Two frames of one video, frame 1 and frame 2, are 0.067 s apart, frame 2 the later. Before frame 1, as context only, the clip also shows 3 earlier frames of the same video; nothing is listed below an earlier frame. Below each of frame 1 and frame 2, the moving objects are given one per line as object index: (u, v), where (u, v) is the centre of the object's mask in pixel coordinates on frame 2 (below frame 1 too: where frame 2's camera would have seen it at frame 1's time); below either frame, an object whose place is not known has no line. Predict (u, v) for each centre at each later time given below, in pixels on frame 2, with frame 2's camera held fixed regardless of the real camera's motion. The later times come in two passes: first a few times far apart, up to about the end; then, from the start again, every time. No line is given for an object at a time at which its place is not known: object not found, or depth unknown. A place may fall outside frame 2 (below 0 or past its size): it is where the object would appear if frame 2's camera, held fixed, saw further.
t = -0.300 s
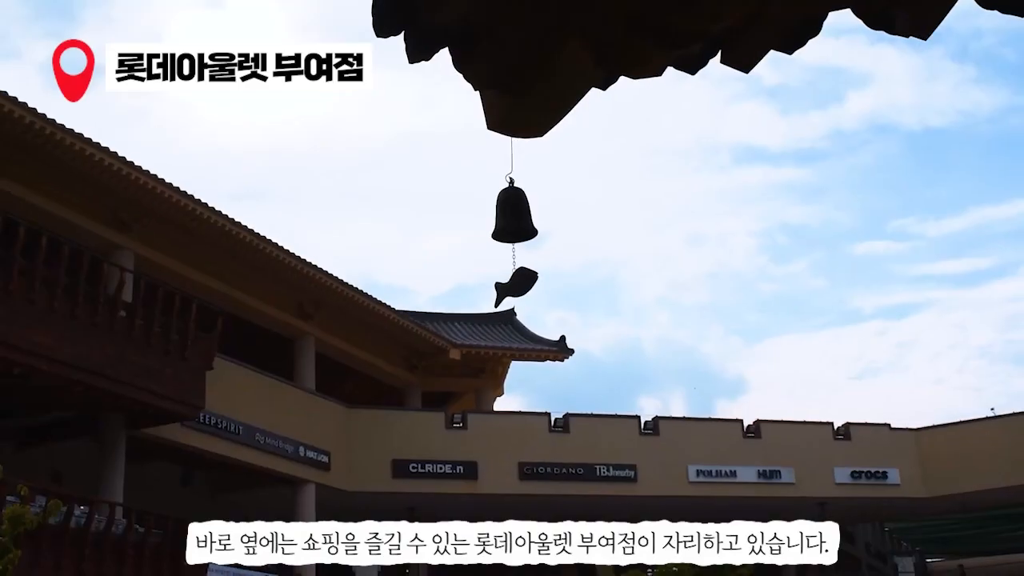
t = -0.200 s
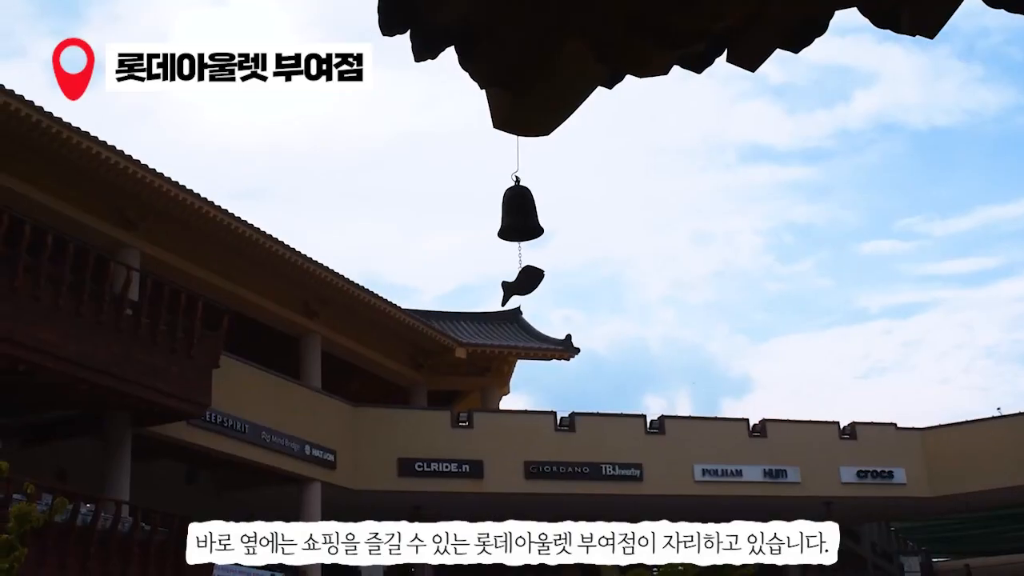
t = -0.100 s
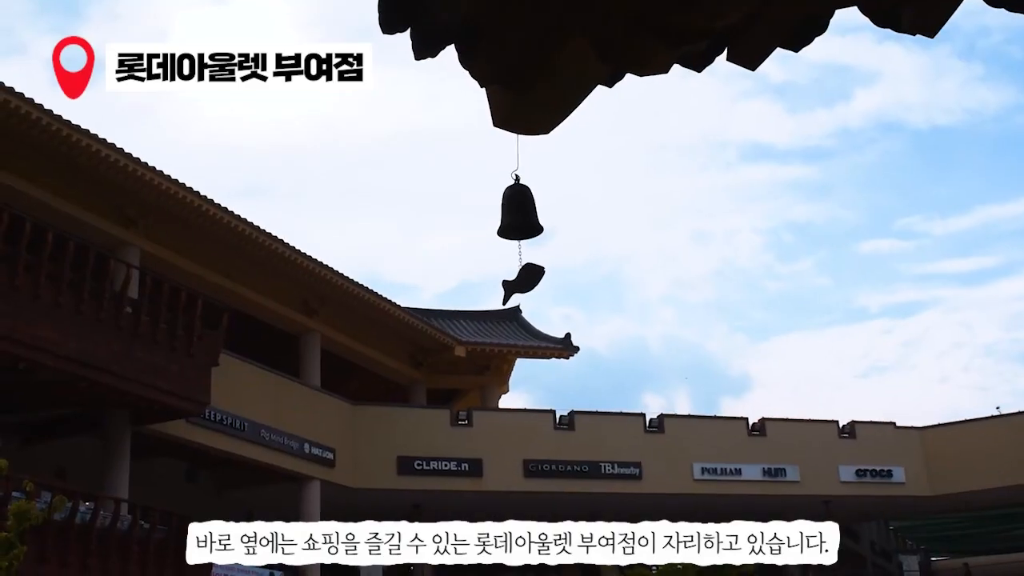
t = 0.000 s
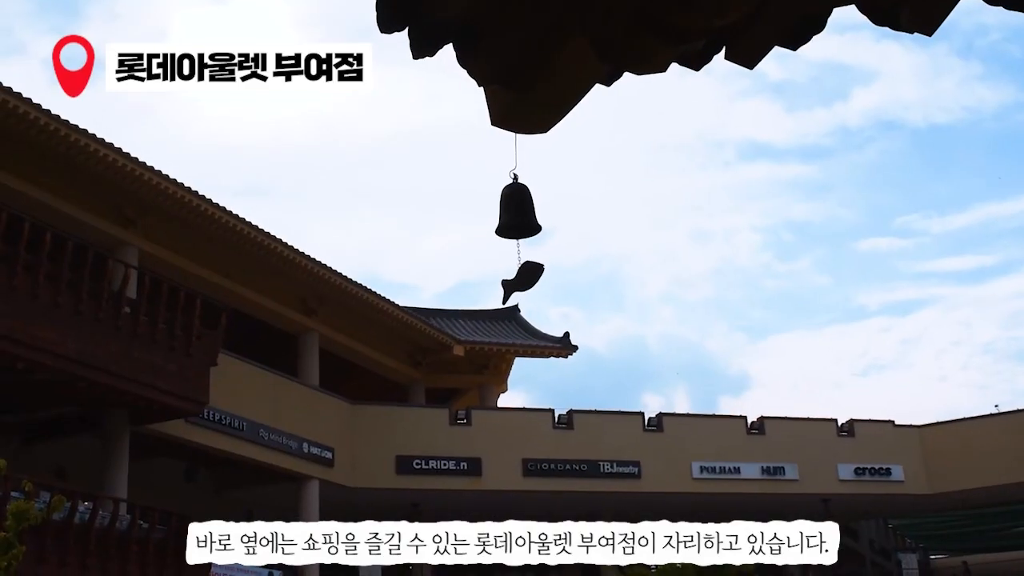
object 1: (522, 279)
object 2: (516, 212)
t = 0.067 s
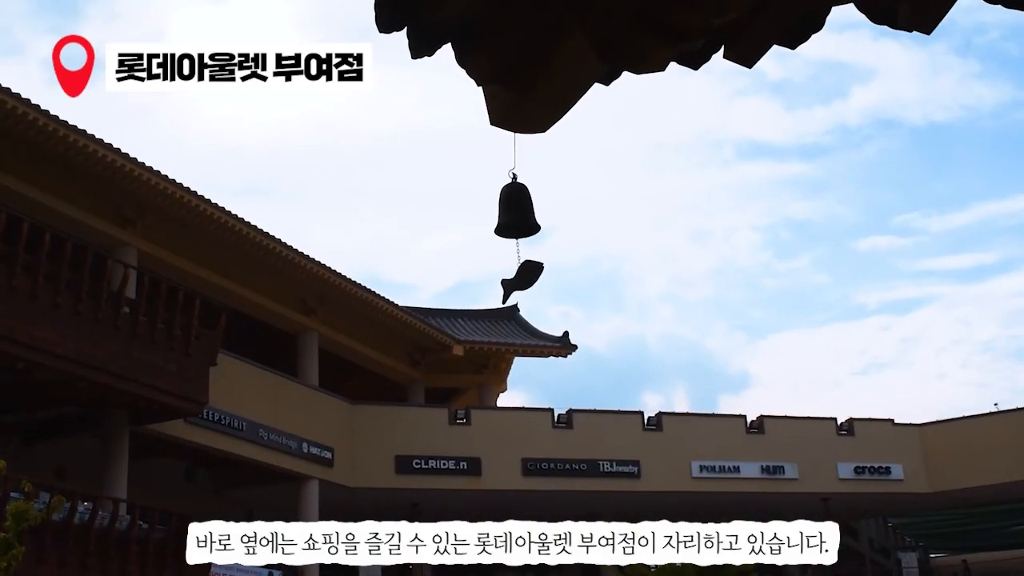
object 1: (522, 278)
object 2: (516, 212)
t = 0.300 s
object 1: (519, 276)
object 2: (514, 210)
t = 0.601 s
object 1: (517, 279)
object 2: (514, 211)
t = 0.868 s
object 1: (529, 279)
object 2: (523, 213)
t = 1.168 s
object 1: (523, 281)
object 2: (518, 215)
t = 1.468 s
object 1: (520, 287)
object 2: (517, 218)
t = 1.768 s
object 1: (517, 286)
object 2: (513, 218)
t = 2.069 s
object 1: (515, 285)
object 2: (510, 218)
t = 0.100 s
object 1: (522, 278)
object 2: (516, 212)
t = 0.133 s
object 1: (522, 277)
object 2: (516, 211)
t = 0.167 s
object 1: (521, 277)
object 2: (515, 211)
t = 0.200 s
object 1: (521, 277)
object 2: (515, 211)
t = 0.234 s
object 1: (520, 277)
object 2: (515, 211)
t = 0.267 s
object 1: (520, 276)
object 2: (515, 210)
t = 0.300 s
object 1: (519, 276)
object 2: (514, 210)
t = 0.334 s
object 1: (518, 276)
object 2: (514, 210)
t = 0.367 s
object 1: (518, 276)
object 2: (514, 210)
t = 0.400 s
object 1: (518, 276)
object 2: (514, 209)
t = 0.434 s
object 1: (518, 277)
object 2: (514, 210)
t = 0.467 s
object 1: (518, 277)
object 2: (514, 210)
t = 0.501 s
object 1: (517, 278)
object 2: (514, 211)
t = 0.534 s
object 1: (517, 279)
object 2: (514, 211)
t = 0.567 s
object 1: (517, 279)
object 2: (514, 211)
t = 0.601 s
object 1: (517, 279)
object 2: (514, 211)
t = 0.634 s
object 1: (517, 279)
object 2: (514, 211)
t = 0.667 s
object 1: (518, 279)
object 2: (515, 211)
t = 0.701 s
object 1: (520, 279)
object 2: (517, 211)
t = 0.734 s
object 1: (522, 279)
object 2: (518, 212)
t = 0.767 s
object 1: (523, 279)
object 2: (519, 212)
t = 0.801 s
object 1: (524, 280)
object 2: (520, 213)
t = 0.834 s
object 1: (527, 279)
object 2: (522, 213)
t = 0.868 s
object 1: (529, 279)
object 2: (523, 213)
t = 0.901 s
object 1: (525, 279)
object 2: (520, 213)
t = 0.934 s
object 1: (525, 279)
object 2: (520, 213)
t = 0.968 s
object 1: (525, 279)
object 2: (520, 214)
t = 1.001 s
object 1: (525, 280)
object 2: (519, 214)
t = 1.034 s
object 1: (525, 280)
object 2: (519, 215)
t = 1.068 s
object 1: (524, 281)
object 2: (519, 215)
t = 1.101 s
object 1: (524, 281)
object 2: (518, 215)
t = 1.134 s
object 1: (524, 281)
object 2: (518, 215)
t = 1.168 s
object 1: (523, 281)
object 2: (518, 215)
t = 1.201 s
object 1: (522, 282)
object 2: (518, 216)
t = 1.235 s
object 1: (522, 282)
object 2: (518, 216)
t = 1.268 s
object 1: (522, 283)
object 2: (517, 216)
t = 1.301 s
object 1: (521, 284)
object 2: (517, 216)
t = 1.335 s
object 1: (521, 284)
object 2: (517, 217)
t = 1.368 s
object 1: (521, 284)
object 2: (517, 216)
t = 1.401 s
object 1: (522, 286)
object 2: (519, 218)
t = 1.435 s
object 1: (521, 286)
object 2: (518, 218)
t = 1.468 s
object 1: (520, 287)
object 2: (517, 218)
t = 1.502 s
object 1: (520, 287)
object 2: (517, 219)
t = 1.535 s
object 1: (519, 287)
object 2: (516, 218)
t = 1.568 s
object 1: (519, 287)
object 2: (516, 219)
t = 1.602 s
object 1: (519, 287)
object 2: (516, 219)
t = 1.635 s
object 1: (518, 287)
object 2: (515, 219)
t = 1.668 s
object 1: (518, 287)
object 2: (514, 219)
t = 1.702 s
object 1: (517, 287)
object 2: (514, 219)
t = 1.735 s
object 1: (517, 286)
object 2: (513, 218)
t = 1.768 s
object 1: (517, 286)
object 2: (513, 218)
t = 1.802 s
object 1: (517, 286)
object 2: (512, 218)
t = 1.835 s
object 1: (516, 286)
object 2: (512, 218)
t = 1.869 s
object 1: (516, 285)
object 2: (512, 218)
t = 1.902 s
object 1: (516, 285)
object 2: (511, 217)
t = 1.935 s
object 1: (516, 285)
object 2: (511, 217)
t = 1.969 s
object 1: (516, 284)
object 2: (511, 217)
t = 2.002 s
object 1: (516, 284)
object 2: (511, 217)
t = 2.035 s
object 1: (515, 284)
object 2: (510, 217)
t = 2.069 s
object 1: (515, 285)
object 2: (510, 218)
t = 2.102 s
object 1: (514, 286)
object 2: (509, 218)
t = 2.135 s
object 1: (513, 286)
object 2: (509, 218)
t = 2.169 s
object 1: (513, 286)
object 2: (509, 219)
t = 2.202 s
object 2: (508, 219)
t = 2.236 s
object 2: (508, 219)
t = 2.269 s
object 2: (507, 219)
